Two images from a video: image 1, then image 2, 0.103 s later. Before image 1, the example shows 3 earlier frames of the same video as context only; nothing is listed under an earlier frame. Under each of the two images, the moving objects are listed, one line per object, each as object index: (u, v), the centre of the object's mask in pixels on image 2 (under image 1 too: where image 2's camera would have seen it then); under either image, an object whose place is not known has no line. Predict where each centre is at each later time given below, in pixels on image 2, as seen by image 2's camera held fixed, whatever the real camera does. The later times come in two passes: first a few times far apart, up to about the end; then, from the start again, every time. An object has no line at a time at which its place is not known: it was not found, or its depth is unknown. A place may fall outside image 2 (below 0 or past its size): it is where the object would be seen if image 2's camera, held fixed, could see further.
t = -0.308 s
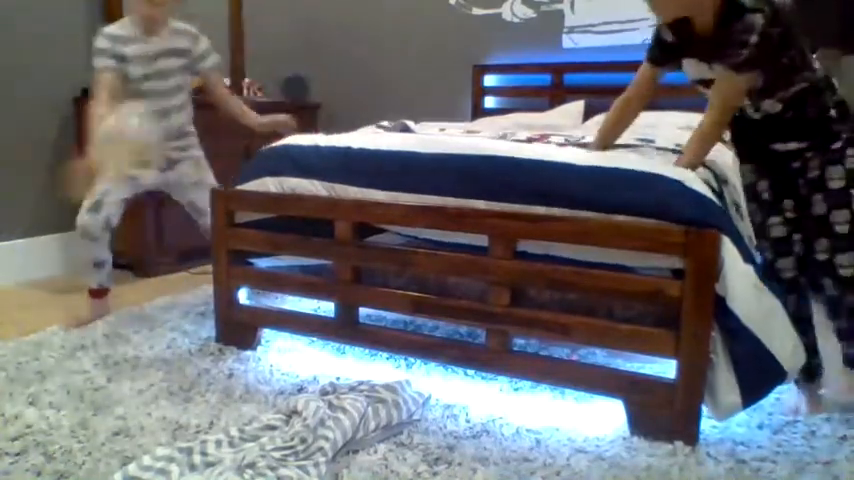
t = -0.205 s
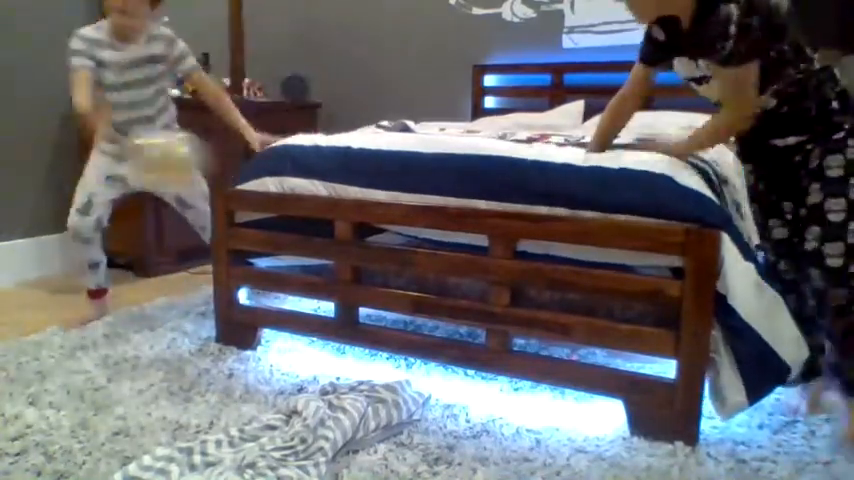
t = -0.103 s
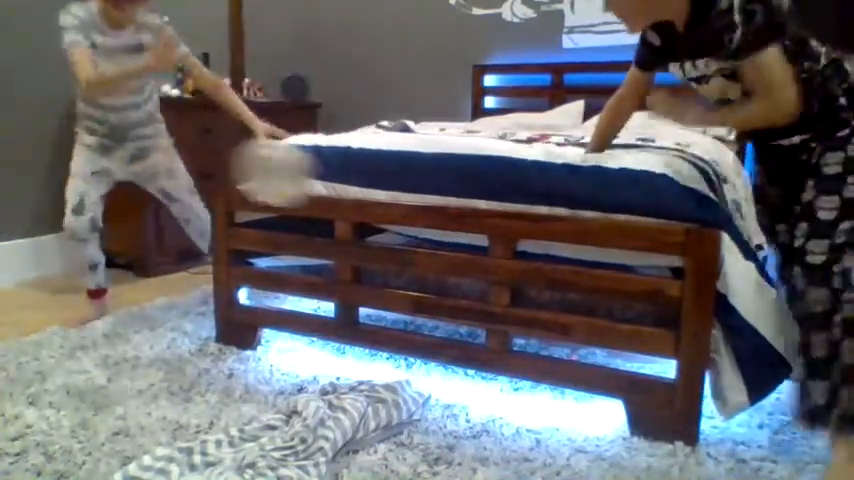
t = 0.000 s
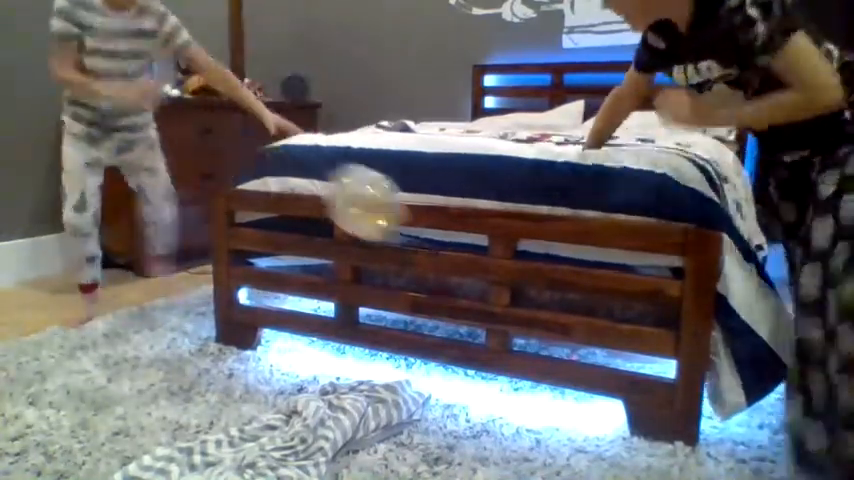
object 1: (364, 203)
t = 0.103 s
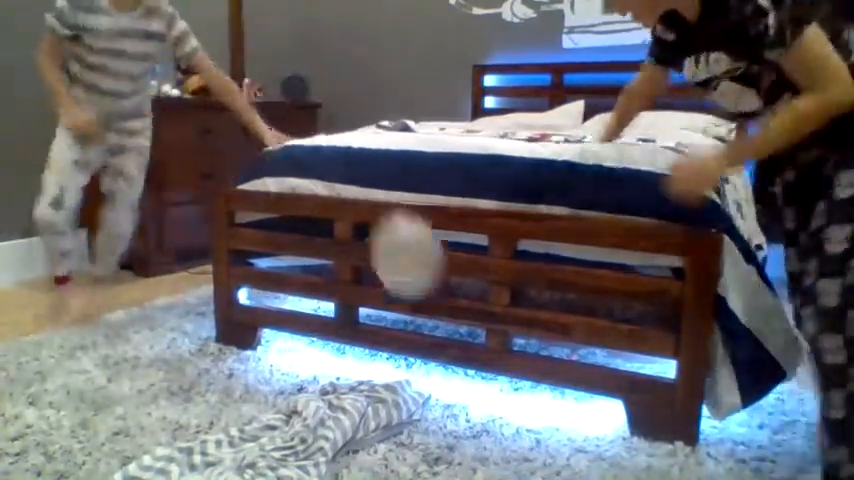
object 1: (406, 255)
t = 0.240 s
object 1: (431, 336)
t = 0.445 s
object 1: (447, 395)
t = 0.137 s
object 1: (416, 275)
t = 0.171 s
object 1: (423, 296)
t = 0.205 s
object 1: (427, 317)
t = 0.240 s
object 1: (431, 336)
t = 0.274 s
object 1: (434, 360)
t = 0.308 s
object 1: (435, 393)
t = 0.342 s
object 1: (438, 402)
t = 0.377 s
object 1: (440, 399)
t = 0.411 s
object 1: (444, 396)
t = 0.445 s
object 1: (447, 395)
